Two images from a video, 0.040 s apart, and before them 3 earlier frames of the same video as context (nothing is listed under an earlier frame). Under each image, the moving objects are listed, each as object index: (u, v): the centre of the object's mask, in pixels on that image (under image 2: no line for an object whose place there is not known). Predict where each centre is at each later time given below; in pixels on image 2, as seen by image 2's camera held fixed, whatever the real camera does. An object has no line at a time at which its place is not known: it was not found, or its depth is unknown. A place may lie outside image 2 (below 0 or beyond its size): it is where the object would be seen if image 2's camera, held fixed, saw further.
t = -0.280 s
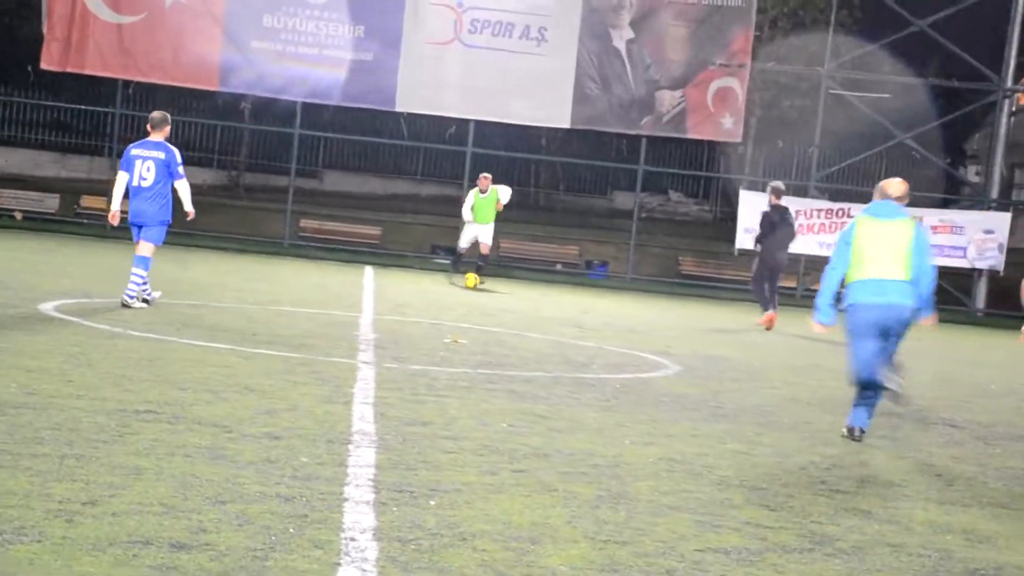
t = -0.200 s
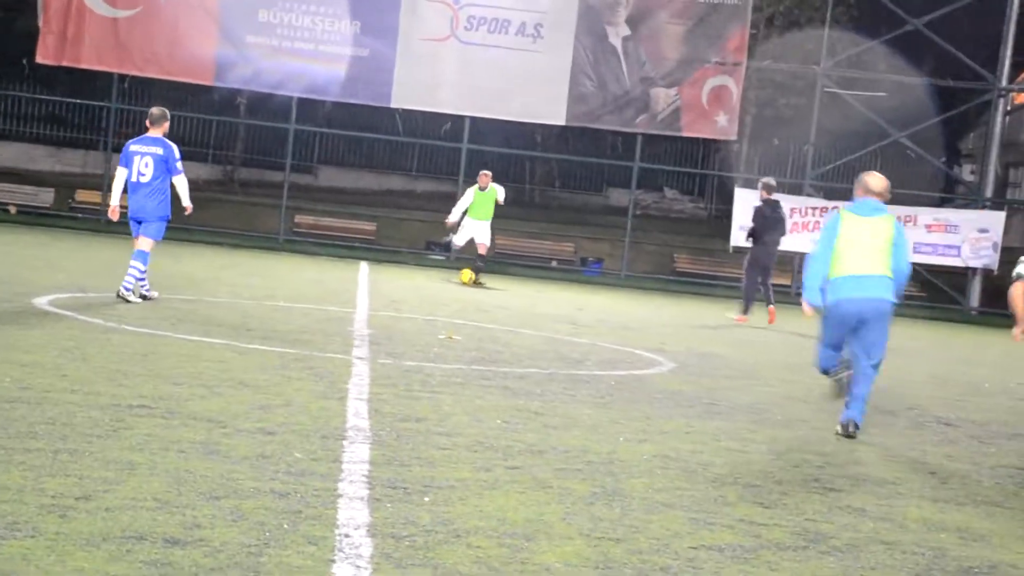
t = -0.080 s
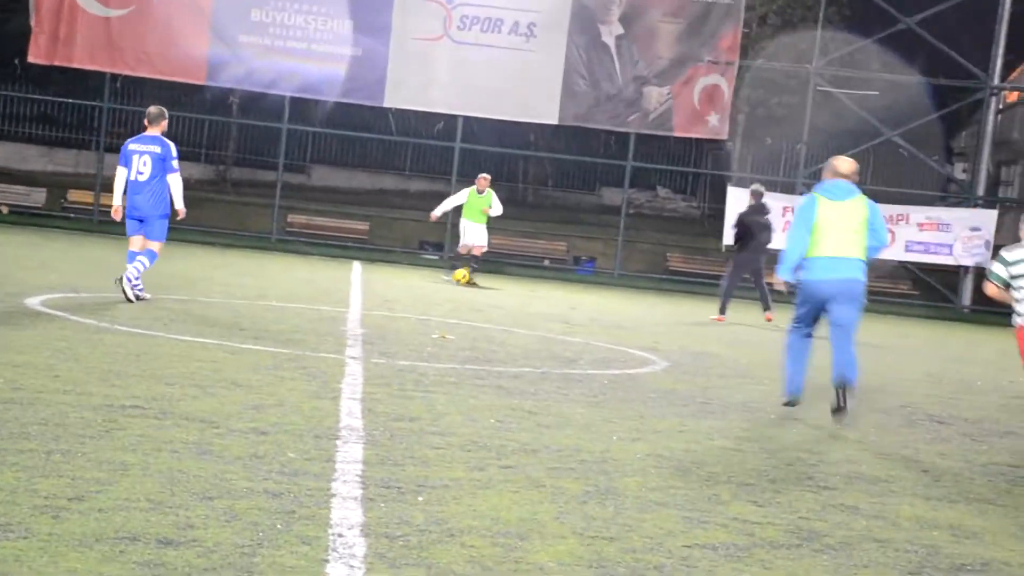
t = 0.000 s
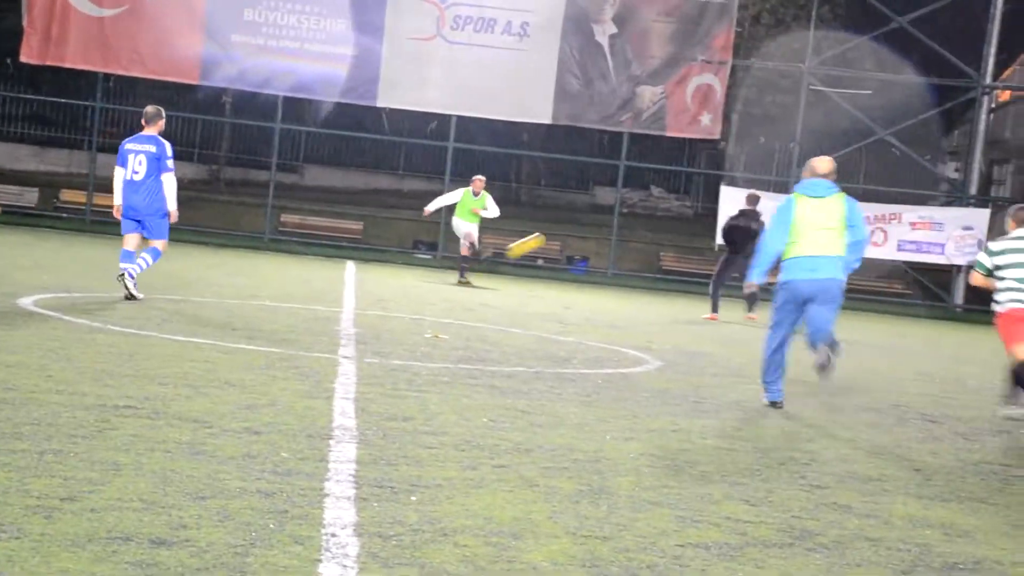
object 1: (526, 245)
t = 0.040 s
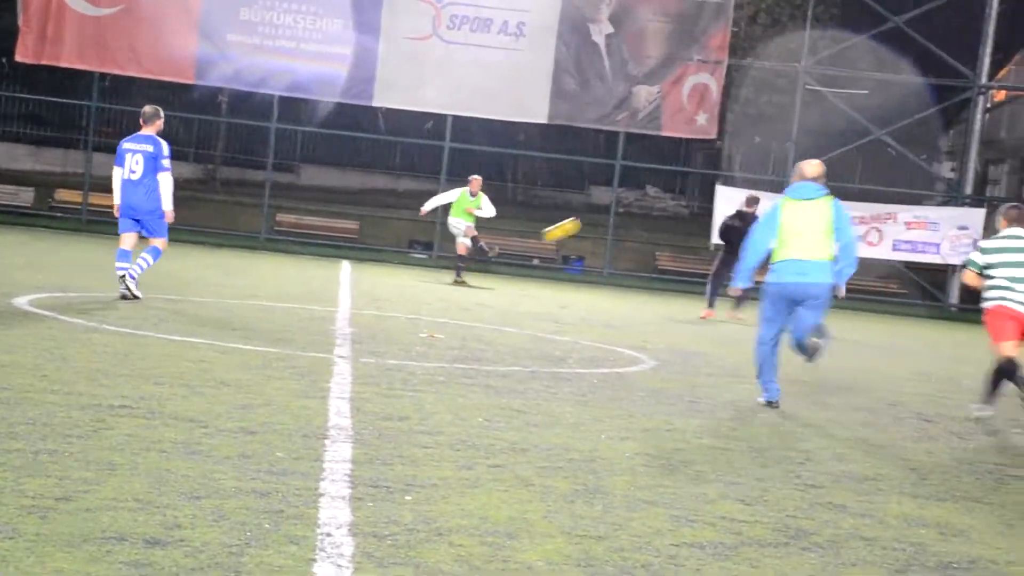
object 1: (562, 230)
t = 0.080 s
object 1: (602, 216)
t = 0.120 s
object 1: (644, 202)
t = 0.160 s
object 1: (686, 189)
